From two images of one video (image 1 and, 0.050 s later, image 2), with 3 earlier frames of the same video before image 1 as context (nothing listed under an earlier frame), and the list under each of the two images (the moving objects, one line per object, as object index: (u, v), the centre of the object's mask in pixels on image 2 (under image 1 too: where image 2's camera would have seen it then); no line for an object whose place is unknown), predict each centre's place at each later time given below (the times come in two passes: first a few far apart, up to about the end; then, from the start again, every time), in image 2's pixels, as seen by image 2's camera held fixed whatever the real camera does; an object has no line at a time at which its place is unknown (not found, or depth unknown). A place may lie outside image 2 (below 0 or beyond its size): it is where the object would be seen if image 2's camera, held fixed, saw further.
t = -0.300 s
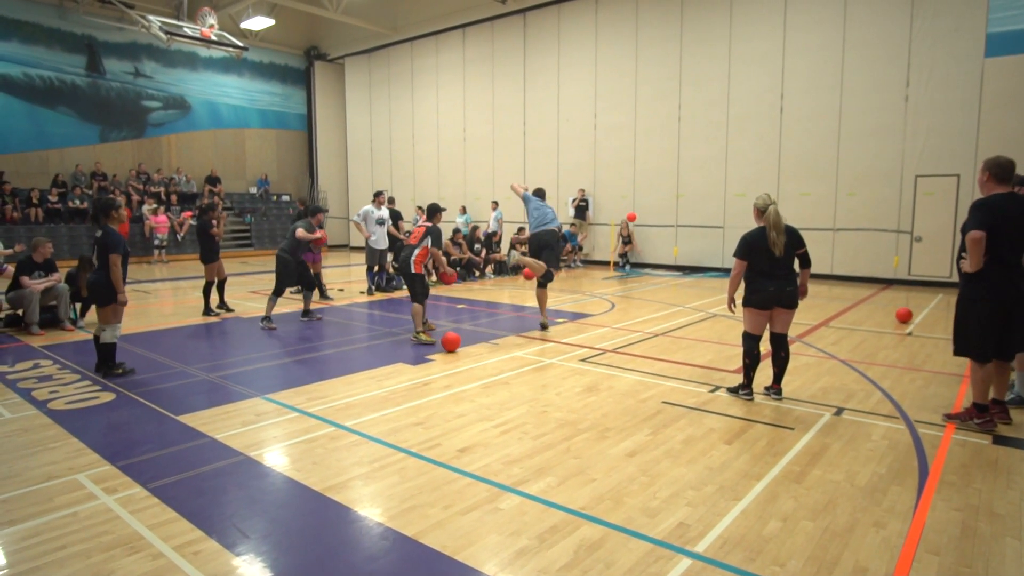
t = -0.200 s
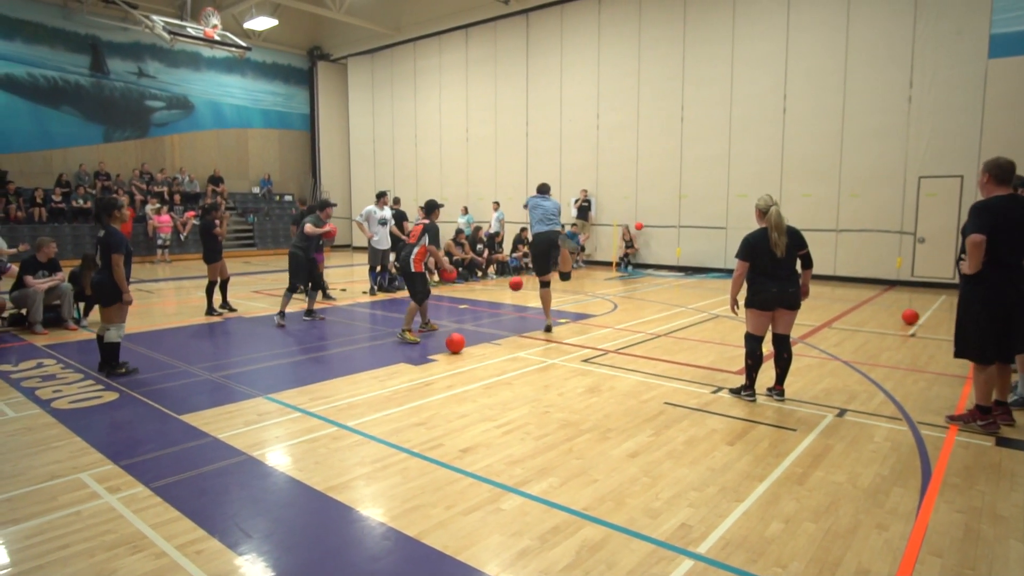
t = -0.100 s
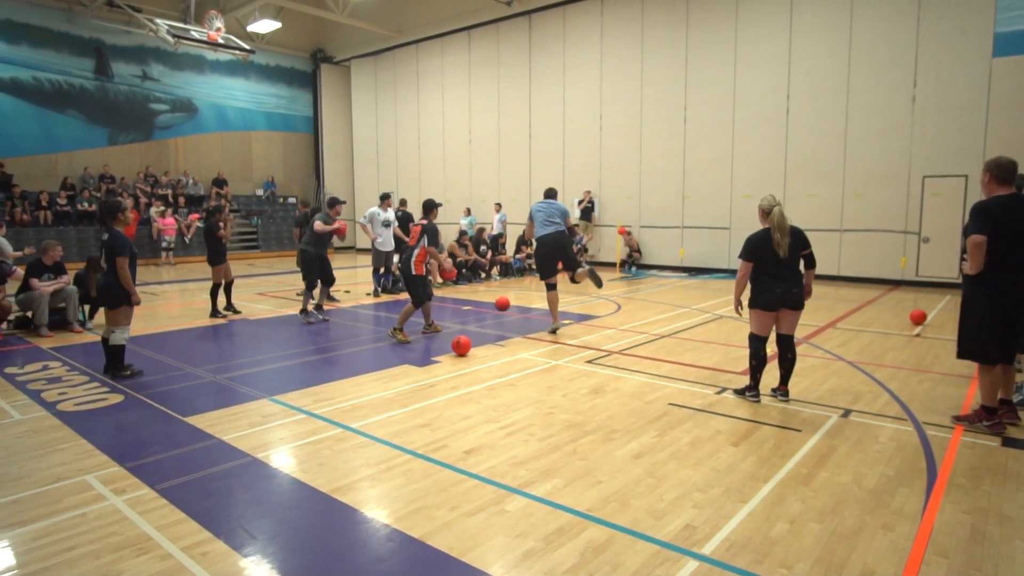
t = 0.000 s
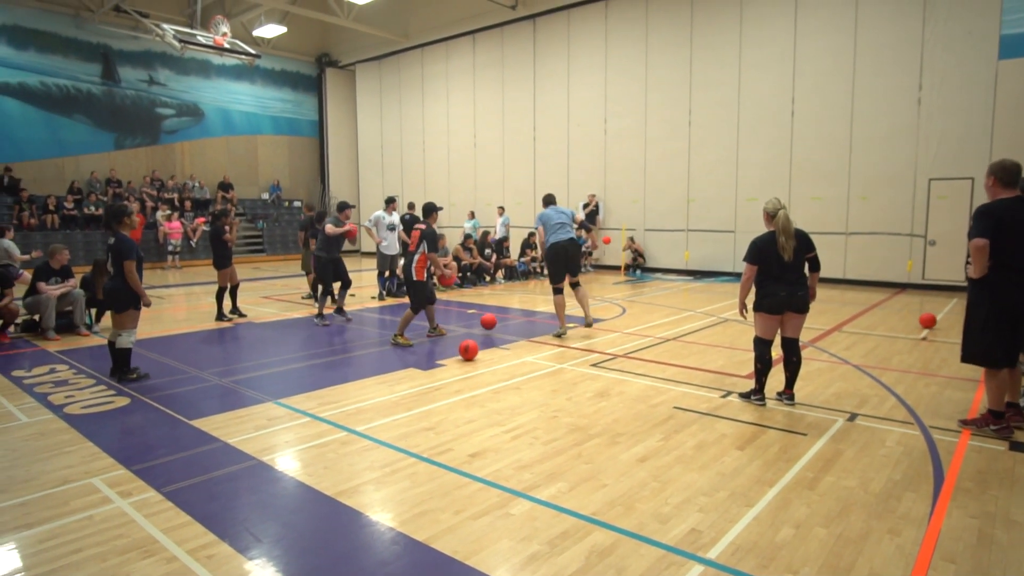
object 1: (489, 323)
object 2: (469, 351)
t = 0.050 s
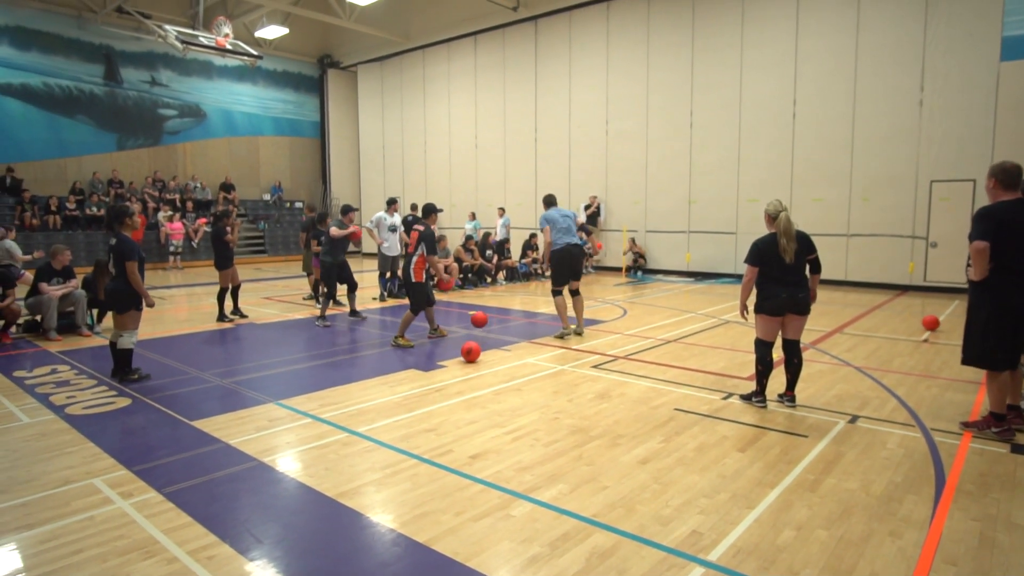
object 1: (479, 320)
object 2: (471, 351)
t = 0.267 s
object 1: (426, 330)
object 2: (476, 353)
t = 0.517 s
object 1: (344, 371)
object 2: (482, 356)
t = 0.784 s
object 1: (212, 427)
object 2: (489, 358)
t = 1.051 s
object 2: (496, 361)
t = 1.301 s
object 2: (504, 363)
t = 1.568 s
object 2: (511, 365)
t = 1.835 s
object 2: (520, 367)
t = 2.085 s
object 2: (528, 369)
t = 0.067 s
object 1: (476, 319)
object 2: (471, 351)
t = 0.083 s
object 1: (472, 318)
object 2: (472, 352)
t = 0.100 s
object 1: (468, 318)
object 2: (472, 352)
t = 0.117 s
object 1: (465, 318)
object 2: (472, 352)
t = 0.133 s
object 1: (461, 318)
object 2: (473, 352)
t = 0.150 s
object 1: (457, 318)
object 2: (473, 352)
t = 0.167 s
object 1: (452, 319)
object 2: (473, 352)
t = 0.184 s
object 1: (449, 320)
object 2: (474, 352)
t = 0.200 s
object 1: (444, 321)
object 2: (474, 352)
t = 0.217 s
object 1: (440, 323)
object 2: (475, 353)
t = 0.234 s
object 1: (436, 324)
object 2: (475, 353)
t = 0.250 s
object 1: (431, 327)
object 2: (476, 353)
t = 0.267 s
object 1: (426, 330)
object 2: (476, 353)
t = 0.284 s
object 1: (422, 332)
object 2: (476, 353)
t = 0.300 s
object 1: (417, 335)
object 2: (477, 353)
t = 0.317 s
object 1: (412, 339)
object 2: (477, 354)
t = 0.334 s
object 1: (407, 343)
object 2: (478, 354)
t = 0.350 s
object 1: (402, 347)
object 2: (478, 354)
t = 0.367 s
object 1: (397, 352)
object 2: (478, 354)
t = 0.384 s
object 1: (391, 357)
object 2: (479, 354)
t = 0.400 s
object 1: (386, 363)
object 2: (479, 355)
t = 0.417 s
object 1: (381, 369)
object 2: (480, 355)
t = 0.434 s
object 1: (375, 371)
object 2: (480, 355)
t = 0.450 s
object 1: (369, 370)
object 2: (480, 355)
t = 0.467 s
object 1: (363, 370)
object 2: (481, 355)
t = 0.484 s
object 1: (357, 370)
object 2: (481, 356)
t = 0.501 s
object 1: (350, 371)
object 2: (482, 356)
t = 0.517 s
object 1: (344, 371)
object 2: (482, 356)
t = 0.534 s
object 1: (337, 373)
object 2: (483, 356)
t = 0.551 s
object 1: (330, 374)
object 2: (483, 356)
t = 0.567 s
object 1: (323, 376)
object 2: (483, 356)
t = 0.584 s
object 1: (316, 378)
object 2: (484, 357)
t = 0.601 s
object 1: (308, 381)
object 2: (484, 356)
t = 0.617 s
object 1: (301, 384)
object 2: (484, 357)
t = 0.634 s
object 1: (293, 388)
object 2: (485, 357)
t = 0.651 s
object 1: (285, 393)
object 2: (486, 357)
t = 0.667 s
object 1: (277, 397)
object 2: (486, 357)
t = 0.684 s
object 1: (268, 403)
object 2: (486, 357)
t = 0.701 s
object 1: (260, 409)
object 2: (487, 357)
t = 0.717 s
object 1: (251, 415)
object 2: (487, 358)
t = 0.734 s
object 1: (241, 422)
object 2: (488, 358)
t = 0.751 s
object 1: (232, 425)
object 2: (488, 358)
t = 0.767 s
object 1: (222, 425)
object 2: (489, 358)
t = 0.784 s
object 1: (212, 427)
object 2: (489, 358)
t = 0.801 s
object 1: (201, 429)
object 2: (489, 358)
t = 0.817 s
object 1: (191, 432)
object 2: (490, 358)
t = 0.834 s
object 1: (179, 435)
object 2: (490, 359)
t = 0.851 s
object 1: (168, 438)
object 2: (491, 359)
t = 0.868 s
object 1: (156, 442)
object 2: (491, 359)
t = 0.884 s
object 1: (144, 447)
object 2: (492, 359)
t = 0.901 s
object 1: (131, 453)
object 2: (492, 359)
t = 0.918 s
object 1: (118, 459)
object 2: (493, 359)
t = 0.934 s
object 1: (104, 466)
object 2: (493, 359)
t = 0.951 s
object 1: (90, 474)
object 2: (493, 360)
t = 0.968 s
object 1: (76, 483)
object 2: (494, 360)
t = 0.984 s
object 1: (60, 492)
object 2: (494, 360)
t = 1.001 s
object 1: (44, 497)
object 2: (495, 360)
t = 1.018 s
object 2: (495, 360)
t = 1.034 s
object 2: (495, 361)
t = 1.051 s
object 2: (496, 361)
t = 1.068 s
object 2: (497, 361)
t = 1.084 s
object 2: (497, 361)
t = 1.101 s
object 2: (498, 361)
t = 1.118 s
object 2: (498, 361)
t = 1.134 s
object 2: (498, 362)
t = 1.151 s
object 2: (499, 362)
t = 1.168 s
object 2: (499, 362)
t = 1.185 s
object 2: (500, 362)
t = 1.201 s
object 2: (501, 362)
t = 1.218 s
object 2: (501, 362)
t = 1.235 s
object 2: (502, 363)
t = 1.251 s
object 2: (502, 363)
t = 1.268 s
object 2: (503, 363)
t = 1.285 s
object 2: (503, 363)
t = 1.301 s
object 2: (504, 363)
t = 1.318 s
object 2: (504, 363)
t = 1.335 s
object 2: (505, 363)
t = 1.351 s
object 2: (505, 364)
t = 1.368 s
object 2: (506, 364)
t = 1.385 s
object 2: (506, 364)
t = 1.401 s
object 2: (507, 364)
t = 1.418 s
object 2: (507, 364)
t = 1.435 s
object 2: (508, 364)
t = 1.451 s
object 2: (508, 364)
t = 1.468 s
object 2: (508, 364)
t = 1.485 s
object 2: (509, 364)
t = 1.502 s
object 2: (509, 365)
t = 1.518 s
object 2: (510, 365)
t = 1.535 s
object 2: (510, 365)
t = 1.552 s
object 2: (511, 365)
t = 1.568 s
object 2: (511, 365)
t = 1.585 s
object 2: (512, 365)
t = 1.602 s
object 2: (512, 366)
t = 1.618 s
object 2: (513, 366)
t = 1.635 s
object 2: (513, 366)
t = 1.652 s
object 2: (514, 366)
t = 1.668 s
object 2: (514, 366)
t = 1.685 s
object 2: (515, 366)
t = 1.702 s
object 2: (515, 366)
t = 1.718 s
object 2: (516, 367)
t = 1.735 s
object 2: (516, 367)
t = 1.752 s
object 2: (517, 367)
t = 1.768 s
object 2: (518, 367)
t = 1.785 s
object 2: (518, 367)
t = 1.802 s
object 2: (519, 367)
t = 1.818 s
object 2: (519, 367)
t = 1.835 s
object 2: (520, 367)
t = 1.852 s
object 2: (521, 368)
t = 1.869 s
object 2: (521, 368)
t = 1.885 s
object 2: (522, 368)
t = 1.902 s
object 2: (522, 368)
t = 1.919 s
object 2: (522, 368)
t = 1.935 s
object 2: (523, 368)
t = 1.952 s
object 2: (524, 368)
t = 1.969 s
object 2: (524, 369)
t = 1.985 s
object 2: (524, 369)
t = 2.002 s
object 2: (525, 369)
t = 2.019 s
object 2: (526, 369)
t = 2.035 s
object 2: (527, 369)
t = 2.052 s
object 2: (527, 369)
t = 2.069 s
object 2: (528, 369)
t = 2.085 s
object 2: (528, 369)
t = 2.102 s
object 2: (529, 369)
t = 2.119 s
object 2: (529, 370)
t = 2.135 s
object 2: (530, 370)
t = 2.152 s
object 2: (530, 370)
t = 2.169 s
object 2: (531, 370)
